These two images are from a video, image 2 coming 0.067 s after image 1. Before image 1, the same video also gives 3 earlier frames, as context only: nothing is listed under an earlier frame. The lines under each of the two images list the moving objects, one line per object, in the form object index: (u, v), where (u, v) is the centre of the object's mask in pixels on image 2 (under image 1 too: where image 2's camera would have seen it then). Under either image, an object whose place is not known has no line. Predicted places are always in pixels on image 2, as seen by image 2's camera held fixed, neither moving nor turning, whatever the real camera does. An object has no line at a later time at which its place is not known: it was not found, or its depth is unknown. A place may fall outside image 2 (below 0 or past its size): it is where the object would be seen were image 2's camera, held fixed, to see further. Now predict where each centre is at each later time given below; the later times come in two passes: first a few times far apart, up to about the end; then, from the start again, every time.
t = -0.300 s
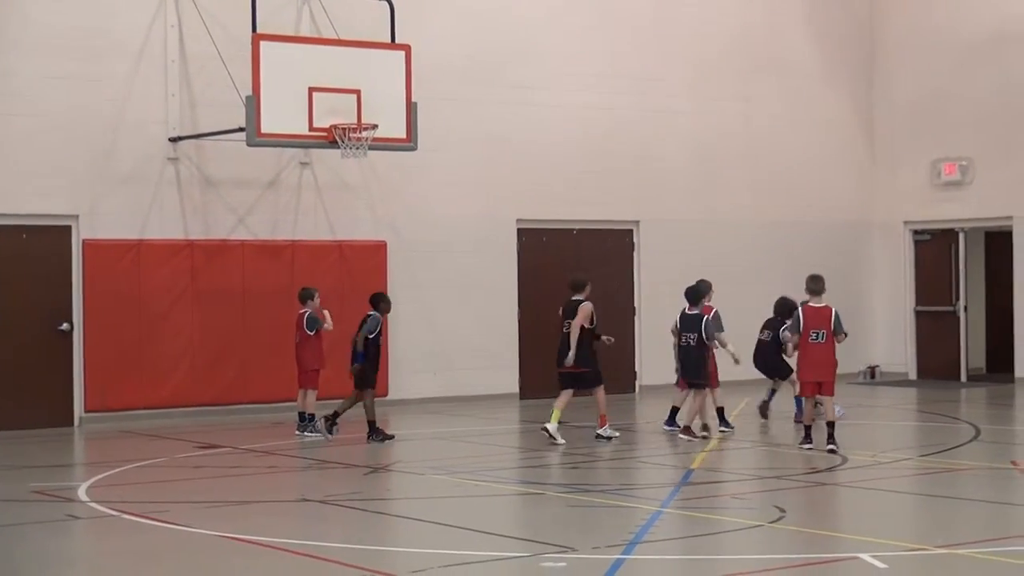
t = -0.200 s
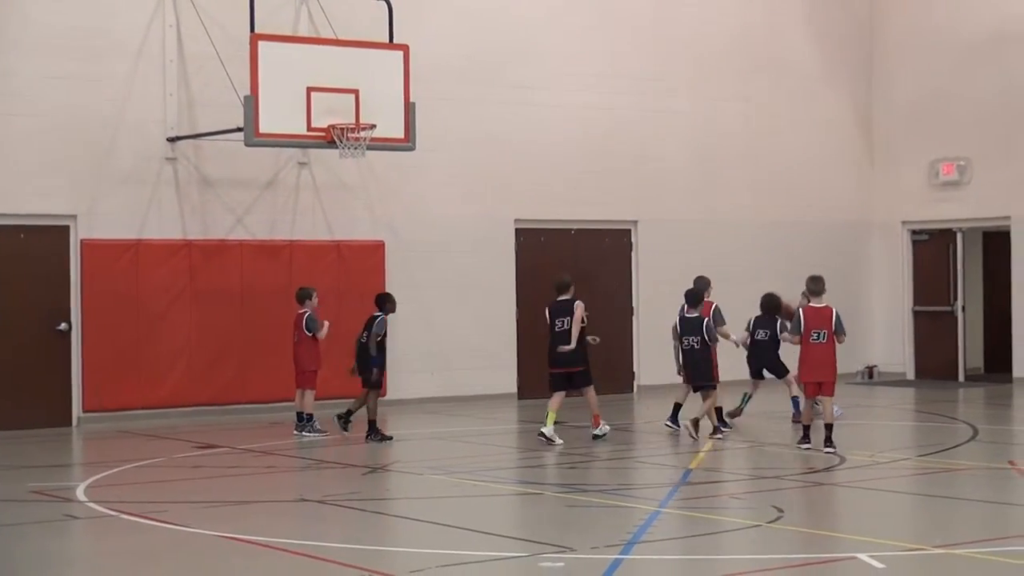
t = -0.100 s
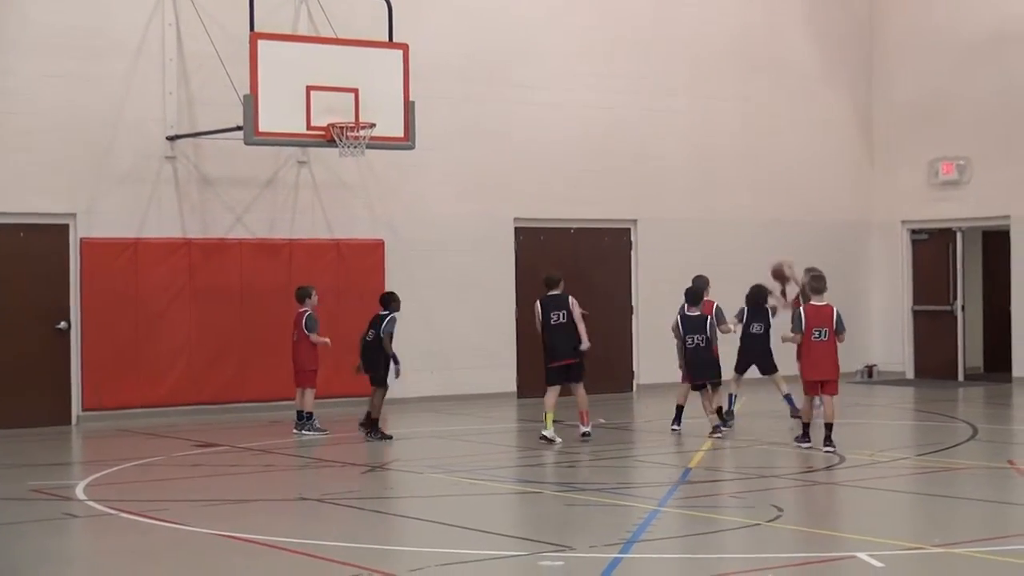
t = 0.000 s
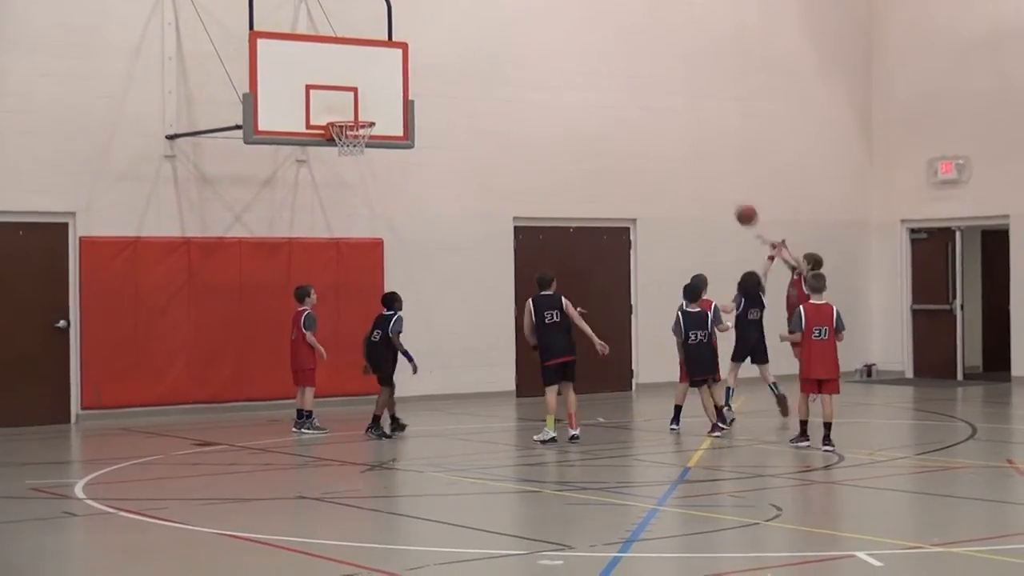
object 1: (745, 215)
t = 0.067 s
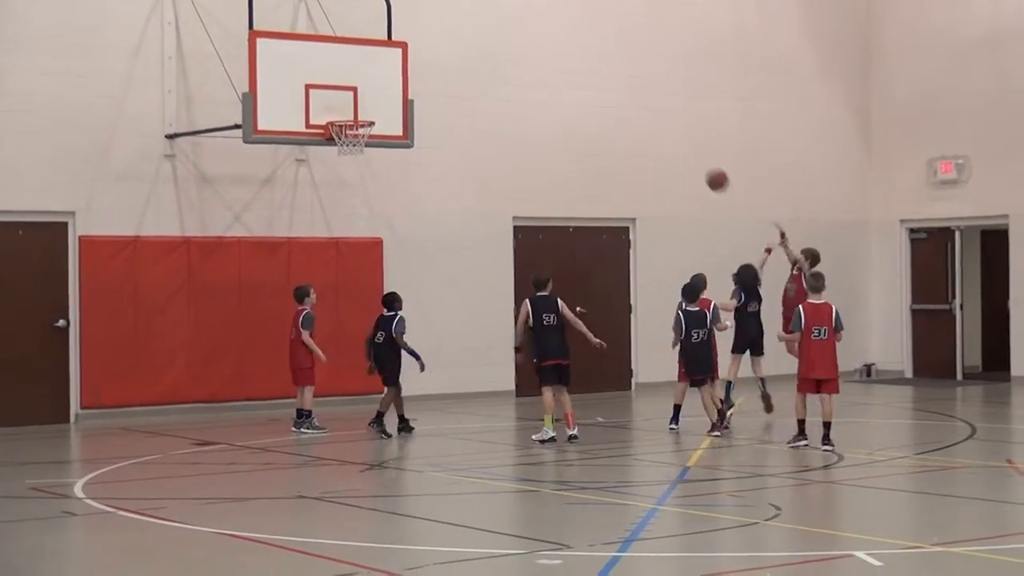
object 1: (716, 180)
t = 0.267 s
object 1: (631, 100)
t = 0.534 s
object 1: (516, 52)
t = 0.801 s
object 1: (403, 70)
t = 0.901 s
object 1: (360, 94)
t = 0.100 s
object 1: (703, 164)
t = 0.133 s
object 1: (688, 149)
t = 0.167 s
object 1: (674, 135)
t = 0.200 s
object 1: (659, 123)
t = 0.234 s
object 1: (645, 111)
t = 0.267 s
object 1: (631, 100)
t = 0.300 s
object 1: (616, 90)
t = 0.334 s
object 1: (602, 82)
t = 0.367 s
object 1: (588, 74)
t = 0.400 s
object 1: (573, 68)
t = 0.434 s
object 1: (559, 62)
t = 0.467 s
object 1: (544, 58)
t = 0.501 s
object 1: (530, 54)
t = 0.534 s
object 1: (516, 52)
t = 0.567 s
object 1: (501, 50)
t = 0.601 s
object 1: (487, 50)
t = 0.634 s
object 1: (473, 51)
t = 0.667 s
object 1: (459, 52)
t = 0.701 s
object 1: (445, 55)
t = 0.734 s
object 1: (431, 58)
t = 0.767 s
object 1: (418, 63)
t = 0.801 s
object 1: (403, 70)
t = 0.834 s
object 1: (389, 76)
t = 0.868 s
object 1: (374, 85)
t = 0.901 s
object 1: (360, 94)
